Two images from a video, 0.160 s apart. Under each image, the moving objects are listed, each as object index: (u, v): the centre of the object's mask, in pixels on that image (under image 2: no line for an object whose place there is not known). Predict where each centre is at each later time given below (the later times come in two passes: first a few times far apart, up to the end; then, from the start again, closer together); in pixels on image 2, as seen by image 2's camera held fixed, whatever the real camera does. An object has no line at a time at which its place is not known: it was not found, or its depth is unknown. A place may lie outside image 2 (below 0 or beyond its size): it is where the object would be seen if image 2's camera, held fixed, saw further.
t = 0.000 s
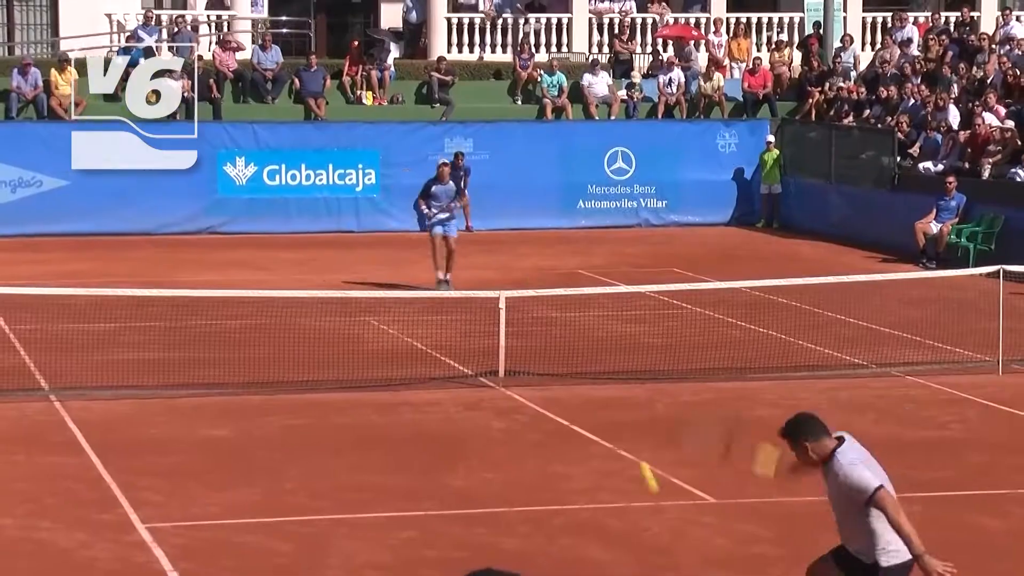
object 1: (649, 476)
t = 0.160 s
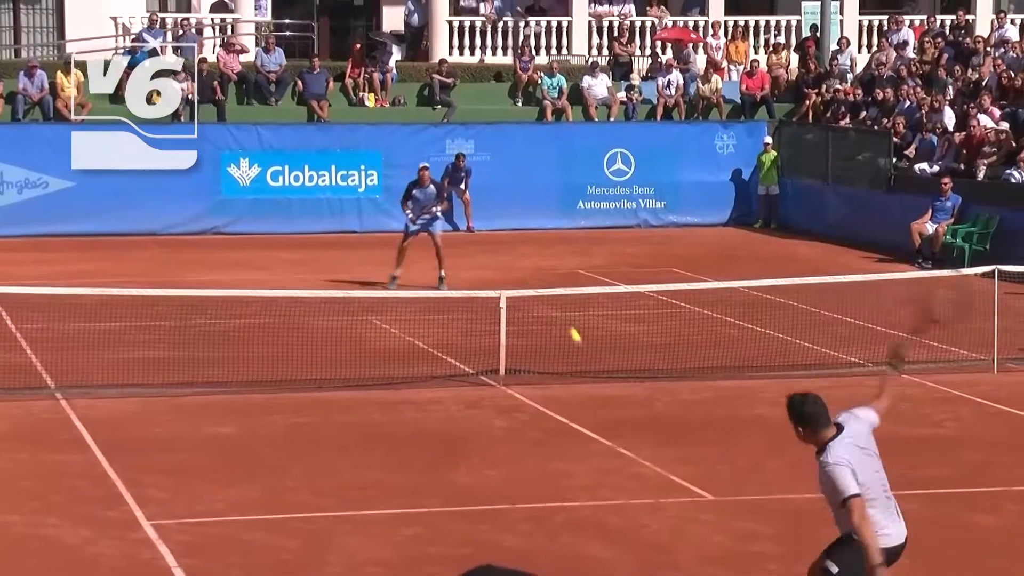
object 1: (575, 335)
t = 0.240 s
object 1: (550, 301)
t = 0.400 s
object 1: (513, 273)
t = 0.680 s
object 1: (467, 305)
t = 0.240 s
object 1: (550, 301)
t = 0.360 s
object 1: (521, 276)
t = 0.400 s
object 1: (513, 273)
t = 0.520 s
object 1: (491, 277)
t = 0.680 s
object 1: (467, 305)
